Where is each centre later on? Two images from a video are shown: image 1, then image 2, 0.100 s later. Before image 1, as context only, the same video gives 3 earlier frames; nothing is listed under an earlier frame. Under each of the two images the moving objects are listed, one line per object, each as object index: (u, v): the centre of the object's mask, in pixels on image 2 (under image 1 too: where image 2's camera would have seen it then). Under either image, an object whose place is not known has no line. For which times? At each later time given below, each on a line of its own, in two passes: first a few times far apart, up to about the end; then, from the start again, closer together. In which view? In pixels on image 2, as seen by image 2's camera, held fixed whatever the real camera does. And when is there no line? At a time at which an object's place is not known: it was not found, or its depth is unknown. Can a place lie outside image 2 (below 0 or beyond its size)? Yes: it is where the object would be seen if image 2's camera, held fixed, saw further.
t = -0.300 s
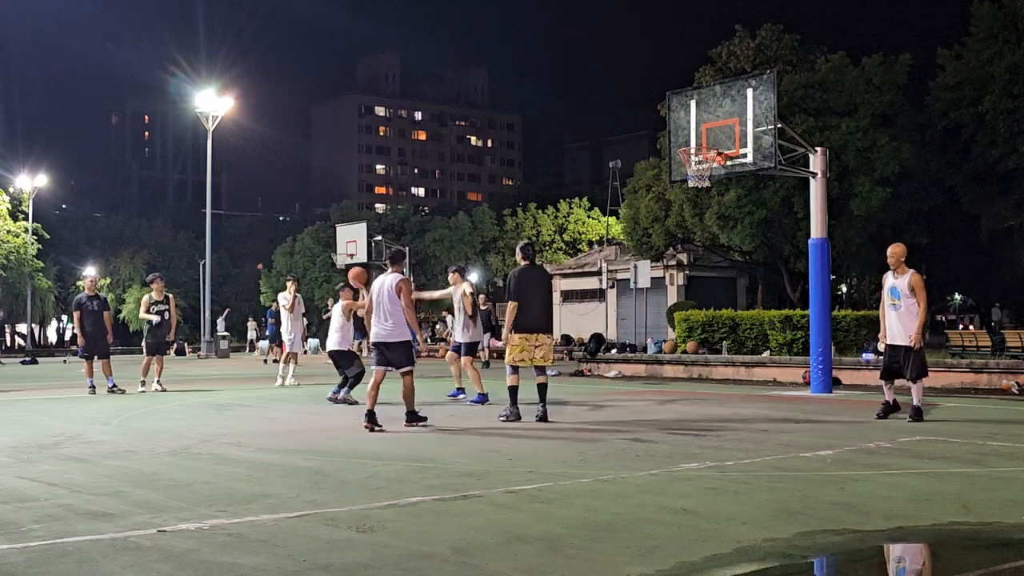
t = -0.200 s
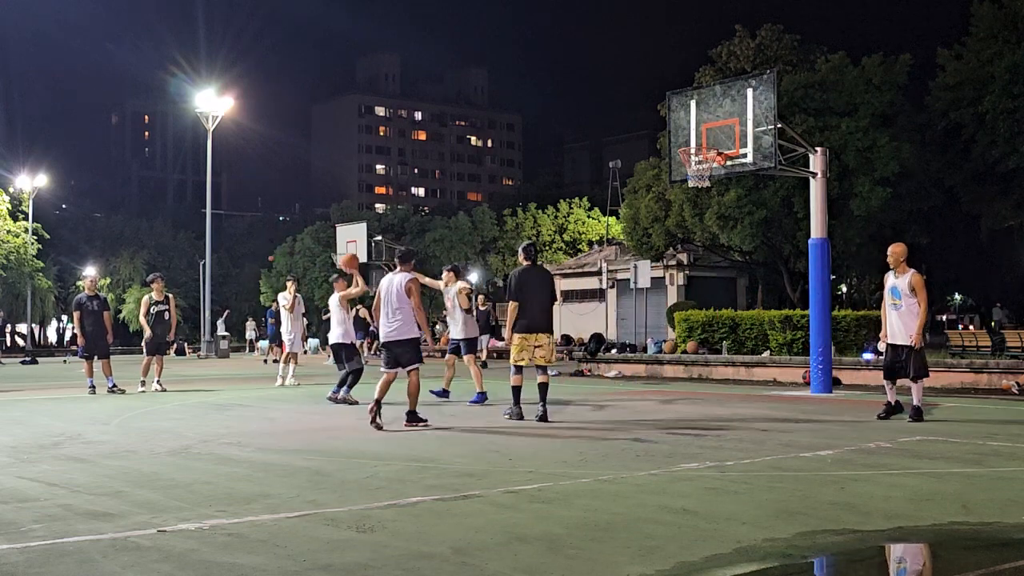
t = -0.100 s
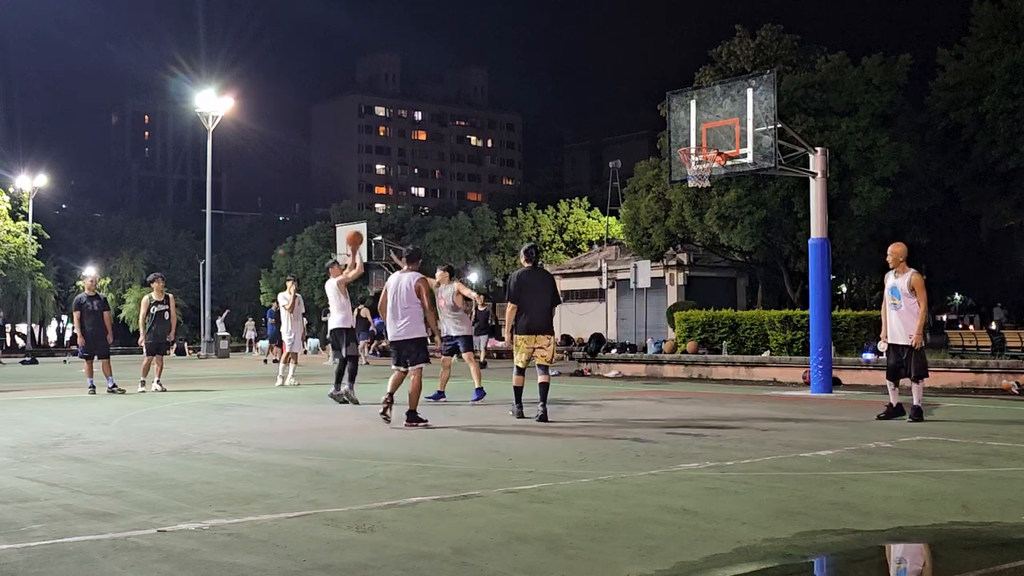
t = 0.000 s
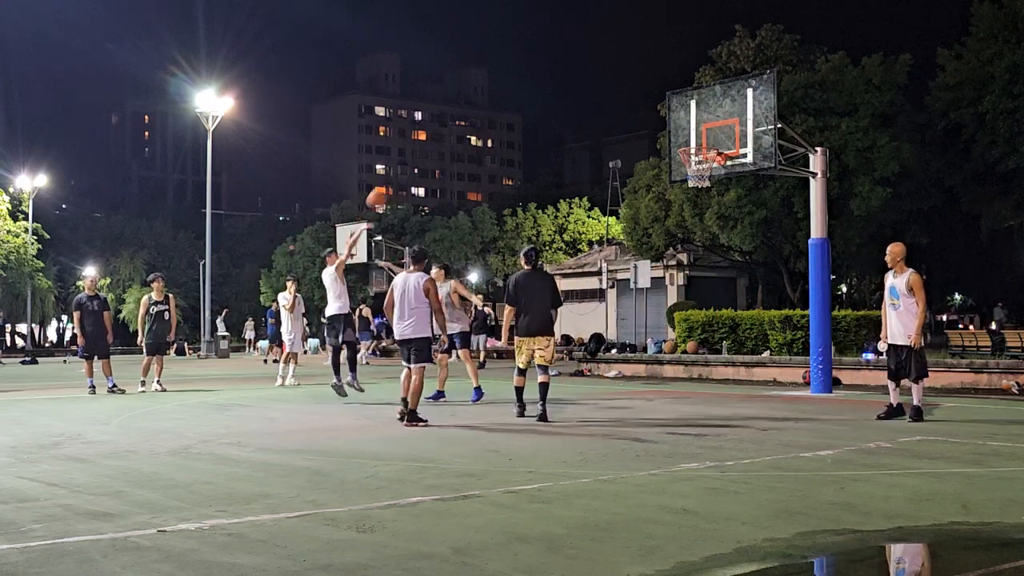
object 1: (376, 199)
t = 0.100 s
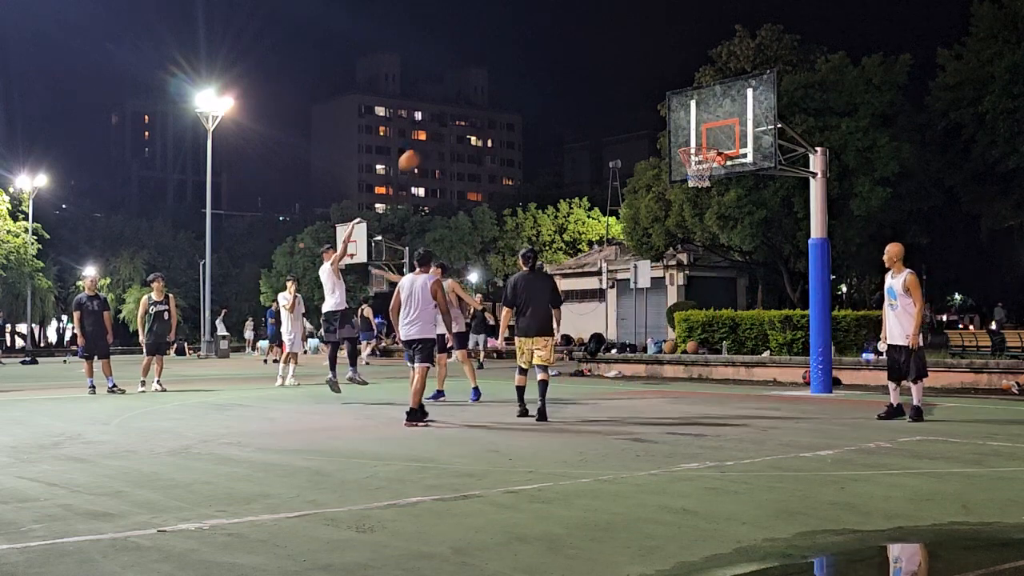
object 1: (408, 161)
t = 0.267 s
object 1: (463, 115)
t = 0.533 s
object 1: (549, 85)
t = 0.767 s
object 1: (626, 102)
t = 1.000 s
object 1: (696, 137)
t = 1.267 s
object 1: (740, 150)
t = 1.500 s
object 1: (736, 182)
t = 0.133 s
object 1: (419, 150)
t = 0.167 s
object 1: (430, 140)
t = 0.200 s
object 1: (441, 131)
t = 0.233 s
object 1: (451, 123)
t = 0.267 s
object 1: (463, 115)
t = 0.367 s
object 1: (495, 97)
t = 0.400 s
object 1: (506, 93)
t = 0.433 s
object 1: (517, 90)
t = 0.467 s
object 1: (528, 87)
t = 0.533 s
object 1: (549, 85)
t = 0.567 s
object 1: (560, 85)
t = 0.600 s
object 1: (571, 86)
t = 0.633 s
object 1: (582, 87)
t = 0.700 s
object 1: (605, 93)
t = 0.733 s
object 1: (615, 97)
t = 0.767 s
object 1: (626, 102)
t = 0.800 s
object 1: (637, 108)
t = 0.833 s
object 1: (648, 115)
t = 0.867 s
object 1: (658, 123)
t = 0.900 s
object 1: (670, 131)
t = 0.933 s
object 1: (681, 140)
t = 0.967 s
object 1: (688, 138)
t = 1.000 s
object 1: (696, 137)
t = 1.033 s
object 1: (703, 136)
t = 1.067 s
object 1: (710, 137)
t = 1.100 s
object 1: (716, 137)
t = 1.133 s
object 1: (722, 139)
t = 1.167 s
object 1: (729, 141)
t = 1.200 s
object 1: (735, 145)
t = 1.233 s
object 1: (741, 149)
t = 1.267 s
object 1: (740, 150)
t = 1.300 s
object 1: (740, 152)
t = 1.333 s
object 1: (739, 155)
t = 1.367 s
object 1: (739, 159)
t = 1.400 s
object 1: (738, 163)
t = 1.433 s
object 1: (737, 169)
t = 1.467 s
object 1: (736, 175)
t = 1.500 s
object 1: (736, 182)
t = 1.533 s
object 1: (735, 191)
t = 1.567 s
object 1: (734, 200)
